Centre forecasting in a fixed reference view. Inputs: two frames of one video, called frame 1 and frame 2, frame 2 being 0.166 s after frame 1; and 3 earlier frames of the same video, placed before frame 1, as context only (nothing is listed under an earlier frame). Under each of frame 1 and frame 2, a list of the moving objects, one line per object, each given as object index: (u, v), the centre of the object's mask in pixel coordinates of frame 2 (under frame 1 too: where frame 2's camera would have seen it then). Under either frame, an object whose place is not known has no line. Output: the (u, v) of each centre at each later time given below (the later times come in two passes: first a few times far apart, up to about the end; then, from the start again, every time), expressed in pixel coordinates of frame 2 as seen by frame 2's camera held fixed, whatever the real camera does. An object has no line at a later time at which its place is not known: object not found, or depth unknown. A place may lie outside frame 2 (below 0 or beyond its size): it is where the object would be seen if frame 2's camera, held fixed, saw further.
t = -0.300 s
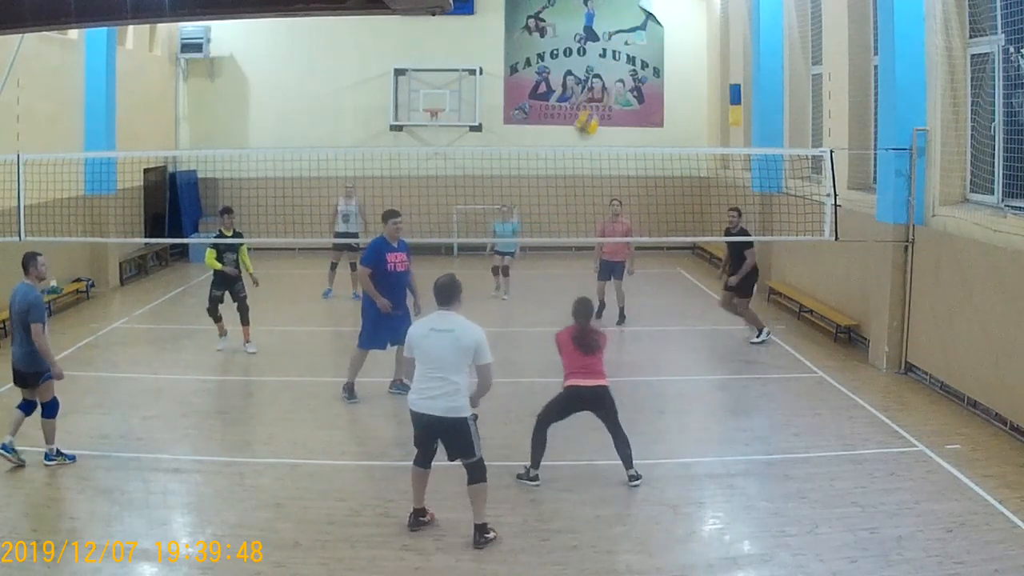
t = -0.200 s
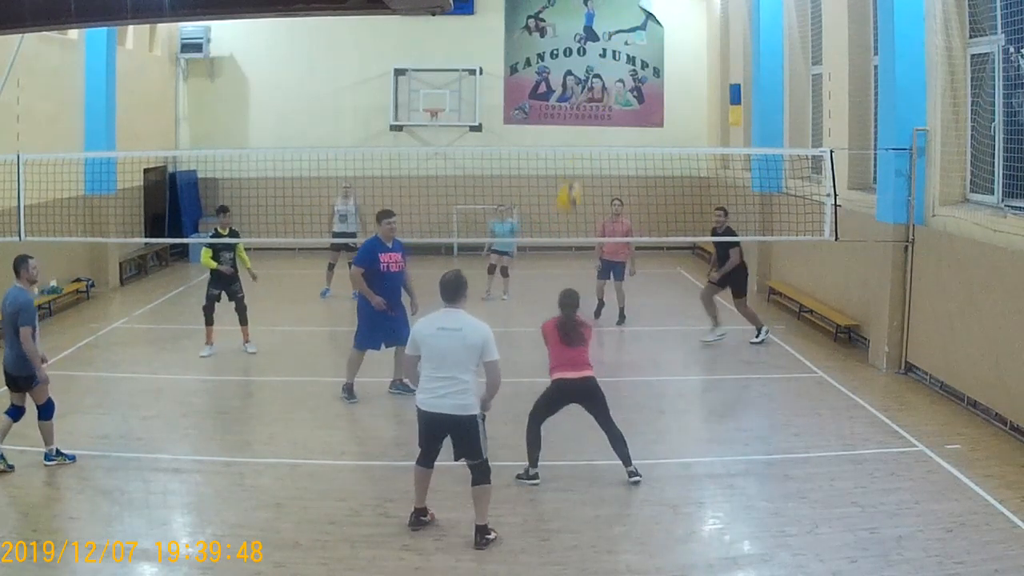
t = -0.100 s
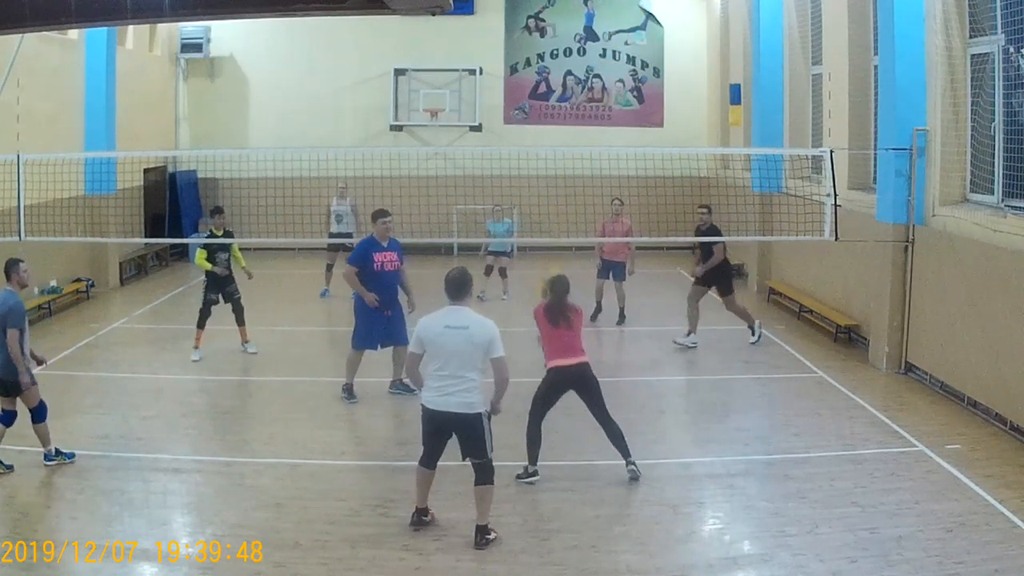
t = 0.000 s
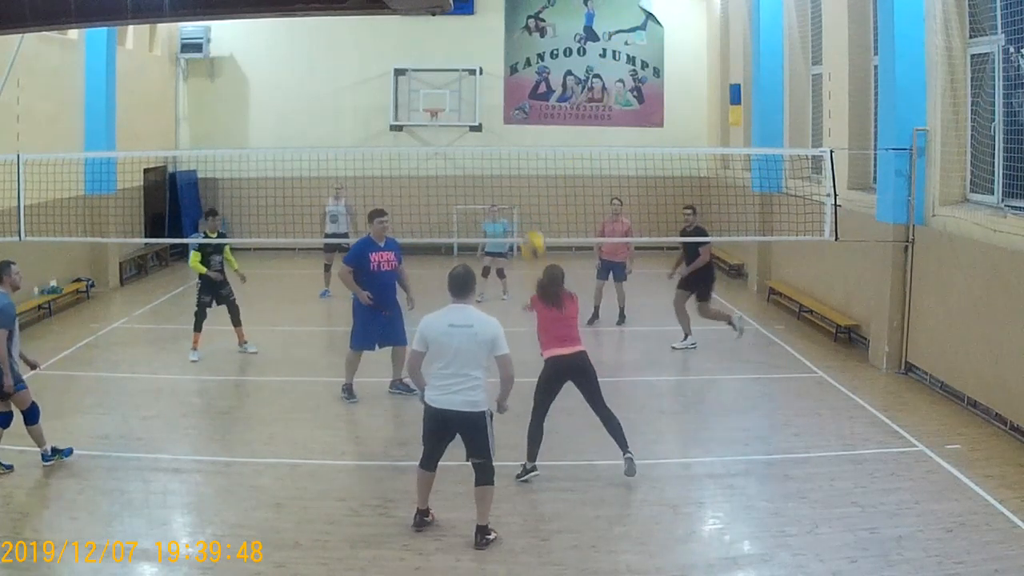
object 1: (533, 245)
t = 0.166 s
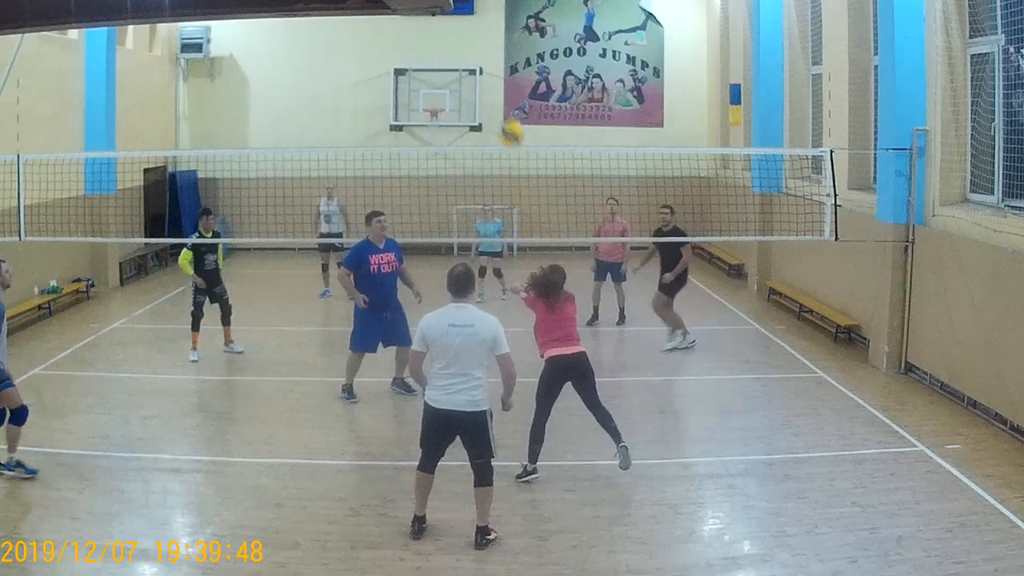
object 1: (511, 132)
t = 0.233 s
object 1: (503, 100)
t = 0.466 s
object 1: (472, 29)
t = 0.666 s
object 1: (448, 19)
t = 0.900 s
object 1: (421, 63)
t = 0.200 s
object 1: (507, 115)
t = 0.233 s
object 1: (503, 100)
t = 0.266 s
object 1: (498, 85)
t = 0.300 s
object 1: (493, 71)
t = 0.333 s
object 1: (488, 61)
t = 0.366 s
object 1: (484, 51)
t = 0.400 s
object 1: (480, 41)
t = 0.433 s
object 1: (476, 34)
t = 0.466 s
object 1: (472, 29)
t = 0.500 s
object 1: (468, 23)
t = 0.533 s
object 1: (463, 20)
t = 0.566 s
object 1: (460, 18)
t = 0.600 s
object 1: (456, 17)
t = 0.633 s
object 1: (452, 18)
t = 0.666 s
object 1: (448, 19)
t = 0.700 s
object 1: (444, 22)
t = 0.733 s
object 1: (440, 25)
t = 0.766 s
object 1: (436, 29)
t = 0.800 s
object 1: (432, 36)
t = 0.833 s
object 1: (428, 44)
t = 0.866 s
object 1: (425, 52)
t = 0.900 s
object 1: (421, 63)
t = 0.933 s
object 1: (417, 72)
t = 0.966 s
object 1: (413, 83)
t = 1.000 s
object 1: (410, 99)
